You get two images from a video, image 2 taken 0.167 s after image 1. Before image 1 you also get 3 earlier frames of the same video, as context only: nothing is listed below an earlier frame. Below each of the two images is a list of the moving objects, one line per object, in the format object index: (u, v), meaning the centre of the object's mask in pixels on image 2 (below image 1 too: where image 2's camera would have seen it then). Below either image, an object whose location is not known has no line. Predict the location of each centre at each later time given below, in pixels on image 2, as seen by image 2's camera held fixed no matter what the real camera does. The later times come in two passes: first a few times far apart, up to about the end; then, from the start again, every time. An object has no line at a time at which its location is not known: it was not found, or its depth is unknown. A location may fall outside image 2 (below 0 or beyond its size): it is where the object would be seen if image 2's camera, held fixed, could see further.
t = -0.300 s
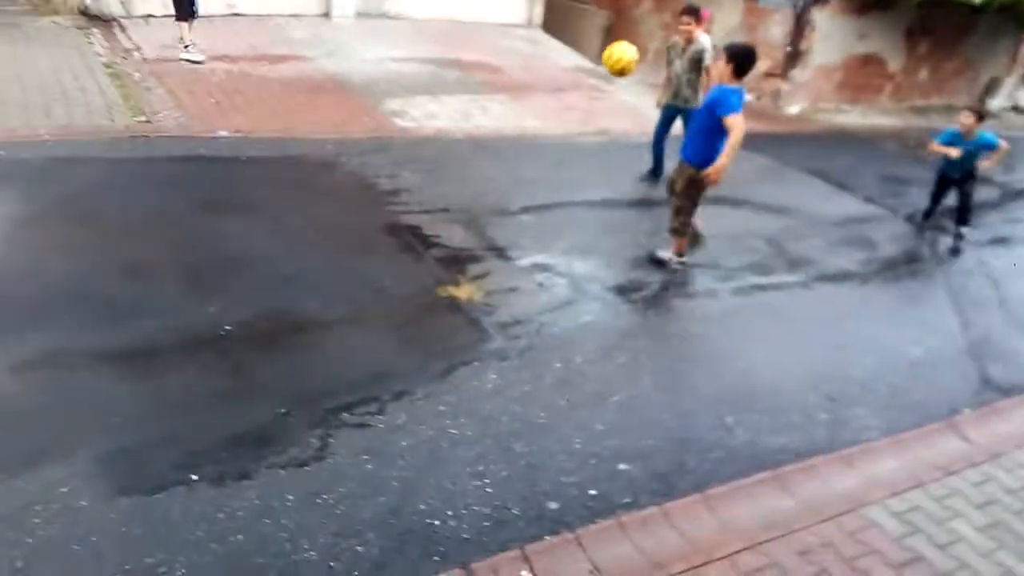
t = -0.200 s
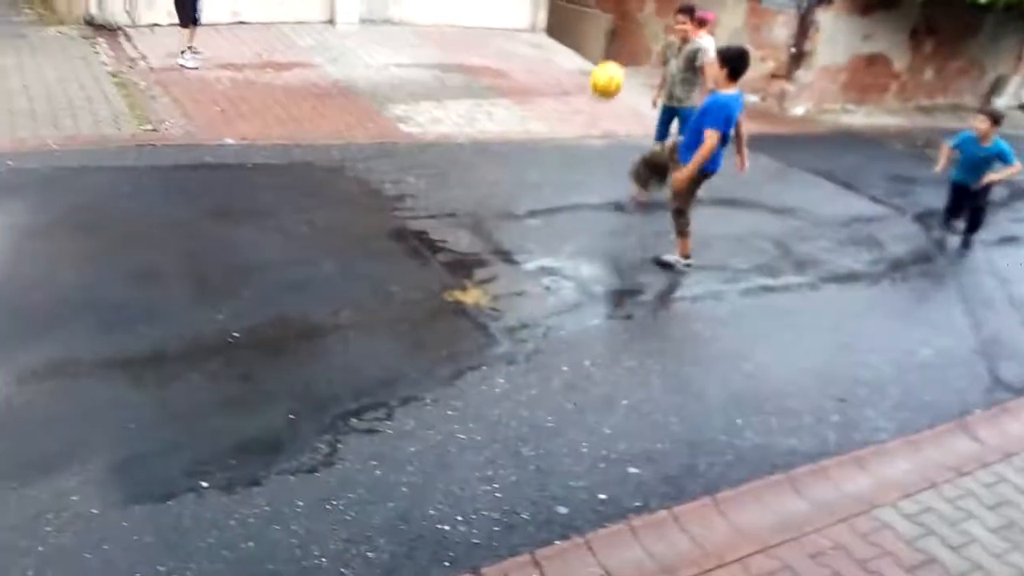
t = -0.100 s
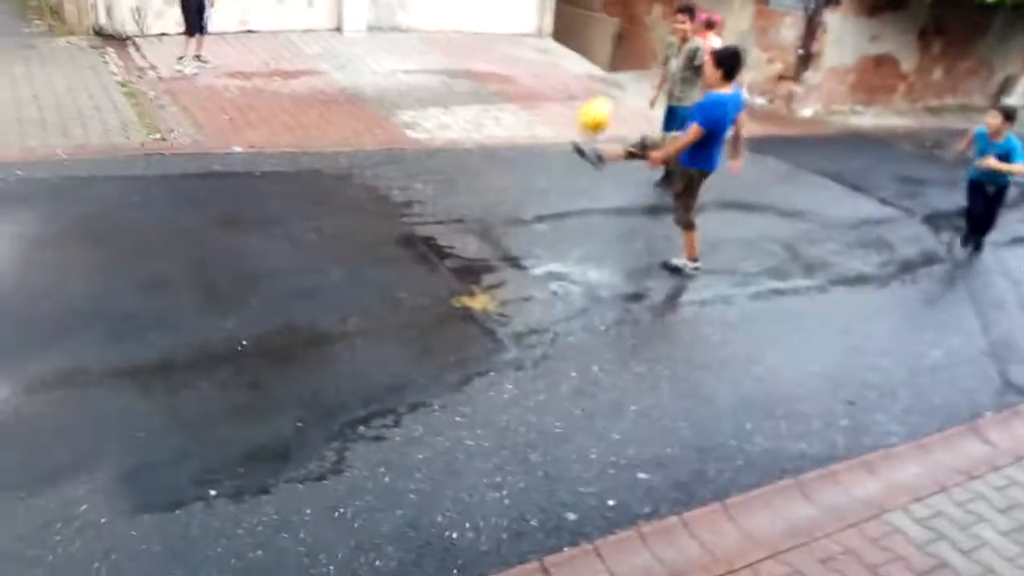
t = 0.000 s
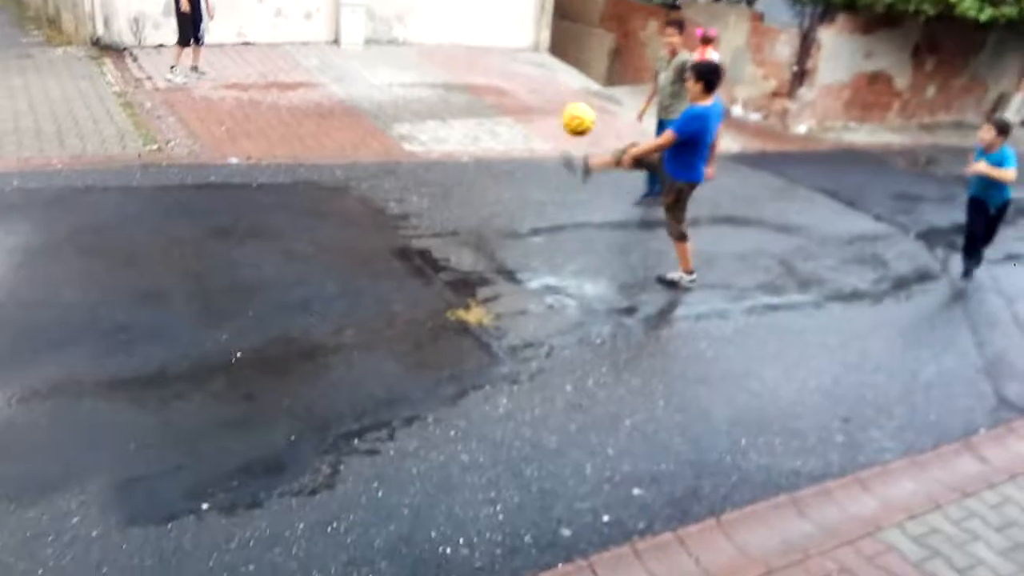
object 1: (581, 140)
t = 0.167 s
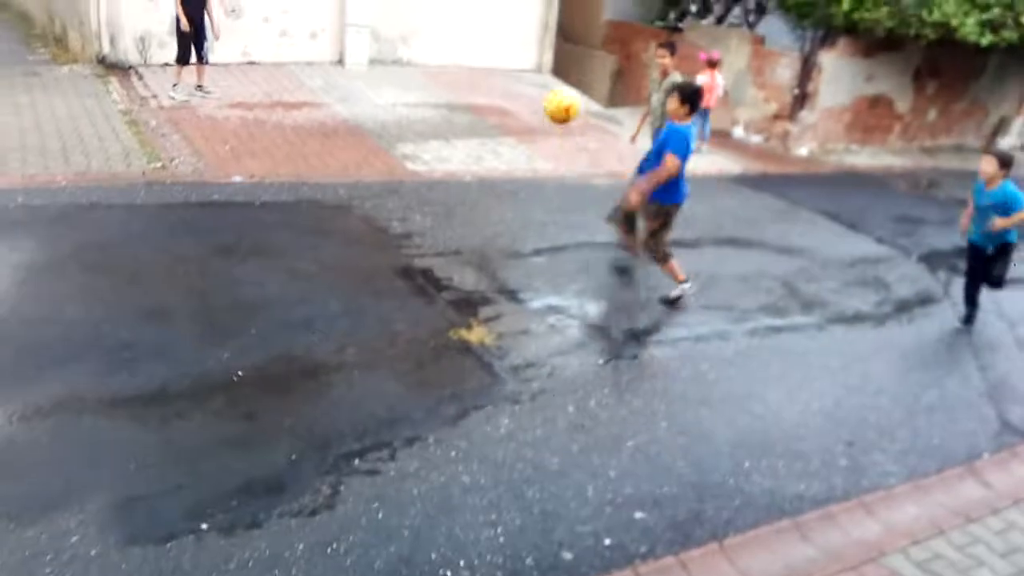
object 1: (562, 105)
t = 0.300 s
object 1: (541, 107)
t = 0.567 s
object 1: (486, 202)
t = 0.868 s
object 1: (448, 273)
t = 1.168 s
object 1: (439, 288)
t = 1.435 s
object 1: (428, 325)
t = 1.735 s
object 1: (421, 353)
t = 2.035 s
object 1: (422, 373)
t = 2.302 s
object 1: (433, 383)
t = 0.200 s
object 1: (558, 102)
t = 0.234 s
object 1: (552, 102)
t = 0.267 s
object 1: (547, 104)
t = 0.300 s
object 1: (541, 107)
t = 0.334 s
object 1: (535, 112)
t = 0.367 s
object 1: (527, 119)
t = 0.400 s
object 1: (521, 128)
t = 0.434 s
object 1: (515, 138)
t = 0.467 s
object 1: (509, 150)
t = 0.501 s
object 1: (502, 166)
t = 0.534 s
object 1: (493, 183)
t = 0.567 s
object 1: (486, 202)
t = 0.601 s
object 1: (479, 221)
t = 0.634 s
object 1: (471, 245)
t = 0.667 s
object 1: (463, 269)
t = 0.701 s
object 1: (454, 297)
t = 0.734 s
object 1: (449, 311)
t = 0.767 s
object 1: (449, 299)
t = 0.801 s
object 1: (449, 289)
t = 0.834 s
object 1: (449, 280)
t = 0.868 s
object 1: (448, 273)
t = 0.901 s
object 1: (447, 268)
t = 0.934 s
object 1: (446, 264)
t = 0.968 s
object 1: (445, 262)
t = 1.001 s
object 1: (444, 262)
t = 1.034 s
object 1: (443, 263)
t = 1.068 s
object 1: (442, 267)
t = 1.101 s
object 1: (441, 272)
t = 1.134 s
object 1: (440, 279)
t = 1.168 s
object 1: (439, 288)
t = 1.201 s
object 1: (437, 300)
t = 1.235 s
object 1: (436, 312)
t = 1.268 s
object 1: (433, 329)
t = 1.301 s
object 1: (431, 339)
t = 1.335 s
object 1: (429, 333)
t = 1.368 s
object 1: (429, 328)
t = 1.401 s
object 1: (429, 325)
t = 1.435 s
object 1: (428, 325)
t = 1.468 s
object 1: (427, 325)
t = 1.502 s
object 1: (425, 327)
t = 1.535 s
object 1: (425, 332)
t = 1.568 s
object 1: (423, 338)
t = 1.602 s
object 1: (422, 347)
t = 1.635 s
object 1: (421, 356)
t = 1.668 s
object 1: (421, 355)
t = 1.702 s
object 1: (421, 353)
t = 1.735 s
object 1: (421, 353)
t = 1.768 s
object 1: (420, 354)
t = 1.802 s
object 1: (420, 358)
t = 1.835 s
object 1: (420, 364)
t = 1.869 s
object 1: (420, 368)
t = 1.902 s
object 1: (420, 367)
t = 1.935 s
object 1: (421, 368)
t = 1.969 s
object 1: (421, 370)
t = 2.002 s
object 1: (421, 373)
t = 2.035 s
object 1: (422, 373)
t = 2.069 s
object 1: (423, 374)
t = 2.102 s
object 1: (424, 375)
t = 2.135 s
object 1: (426, 377)
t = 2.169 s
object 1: (427, 378)
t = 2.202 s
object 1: (428, 379)
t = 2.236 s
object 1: (430, 380)
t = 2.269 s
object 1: (431, 382)
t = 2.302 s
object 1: (433, 383)
